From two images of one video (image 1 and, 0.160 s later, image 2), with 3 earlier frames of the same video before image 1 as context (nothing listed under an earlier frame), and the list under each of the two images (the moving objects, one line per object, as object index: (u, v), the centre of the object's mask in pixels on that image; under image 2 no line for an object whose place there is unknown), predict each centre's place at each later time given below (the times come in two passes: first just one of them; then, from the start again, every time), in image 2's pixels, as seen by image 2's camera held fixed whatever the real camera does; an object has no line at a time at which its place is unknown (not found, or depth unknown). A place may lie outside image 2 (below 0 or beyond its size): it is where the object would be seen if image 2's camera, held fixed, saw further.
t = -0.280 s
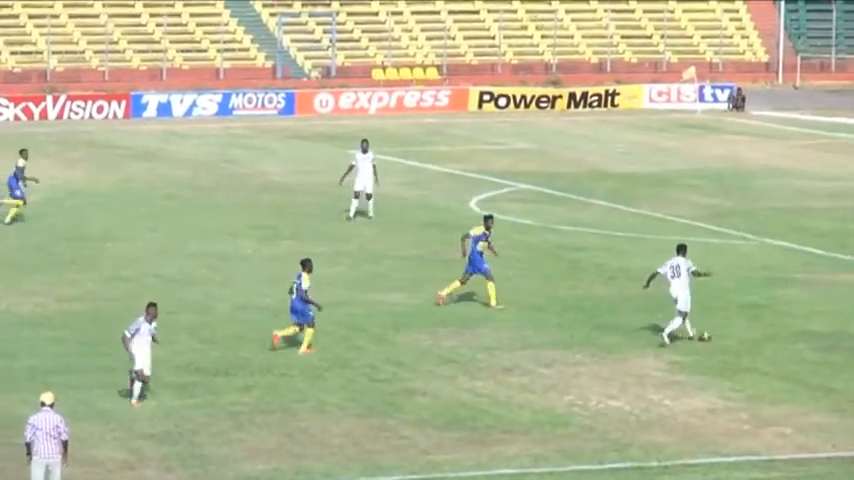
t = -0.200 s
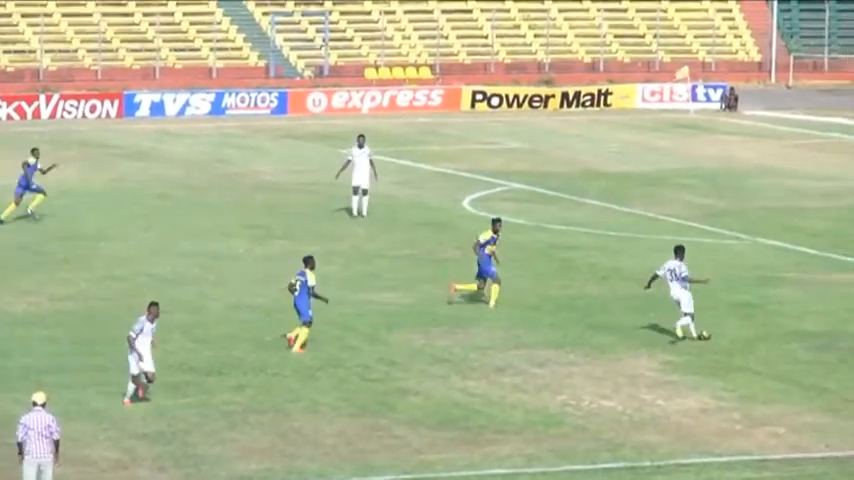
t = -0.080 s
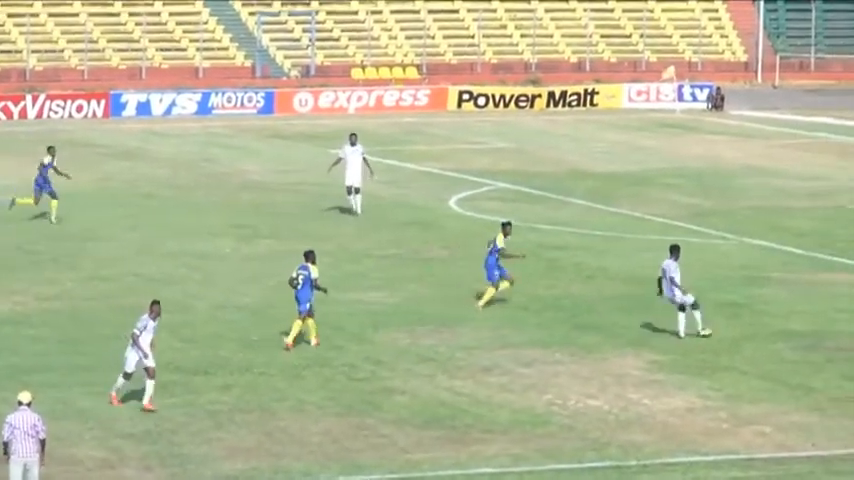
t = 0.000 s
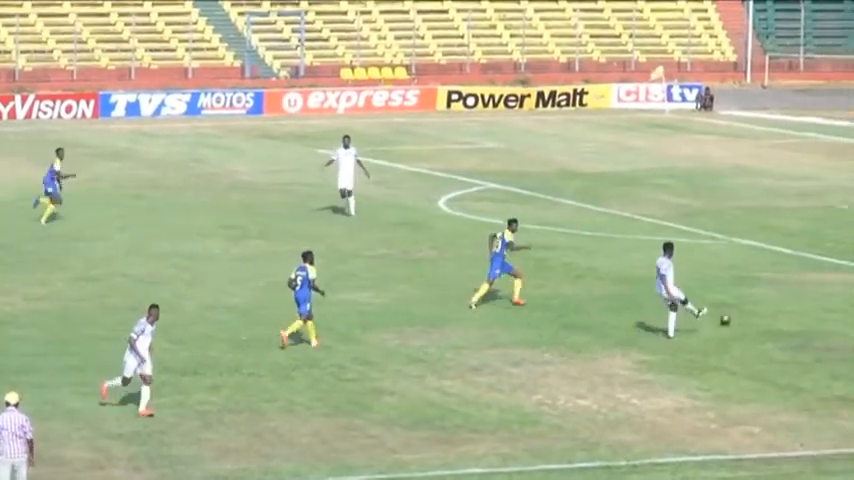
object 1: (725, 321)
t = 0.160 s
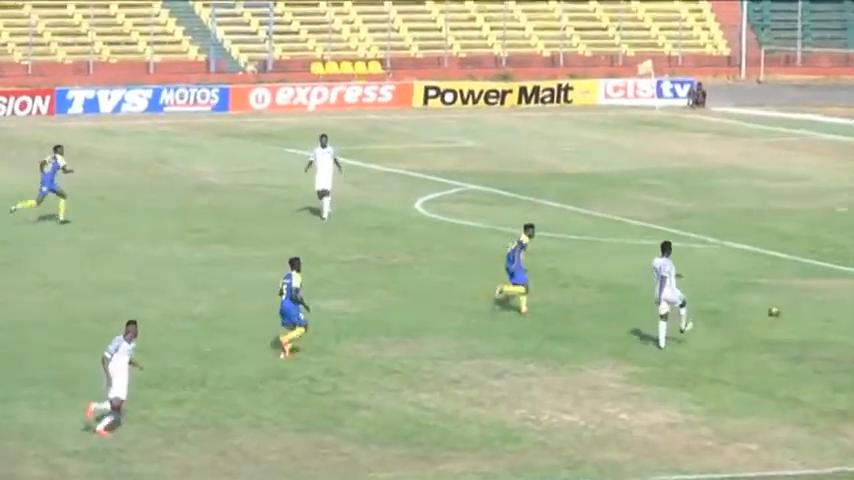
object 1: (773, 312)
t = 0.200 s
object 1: (784, 308)
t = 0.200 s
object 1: (784, 308)
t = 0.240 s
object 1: (794, 302)
